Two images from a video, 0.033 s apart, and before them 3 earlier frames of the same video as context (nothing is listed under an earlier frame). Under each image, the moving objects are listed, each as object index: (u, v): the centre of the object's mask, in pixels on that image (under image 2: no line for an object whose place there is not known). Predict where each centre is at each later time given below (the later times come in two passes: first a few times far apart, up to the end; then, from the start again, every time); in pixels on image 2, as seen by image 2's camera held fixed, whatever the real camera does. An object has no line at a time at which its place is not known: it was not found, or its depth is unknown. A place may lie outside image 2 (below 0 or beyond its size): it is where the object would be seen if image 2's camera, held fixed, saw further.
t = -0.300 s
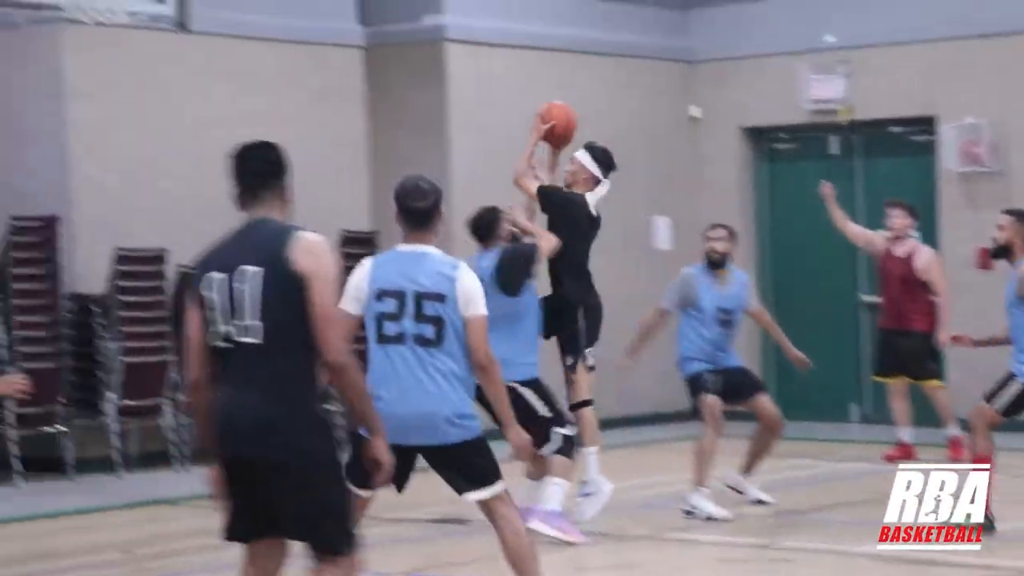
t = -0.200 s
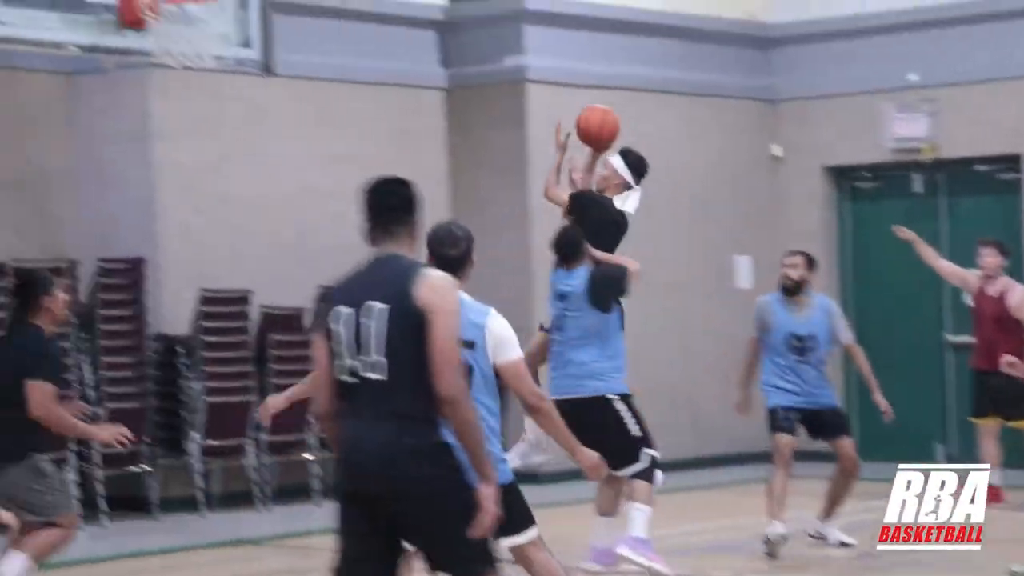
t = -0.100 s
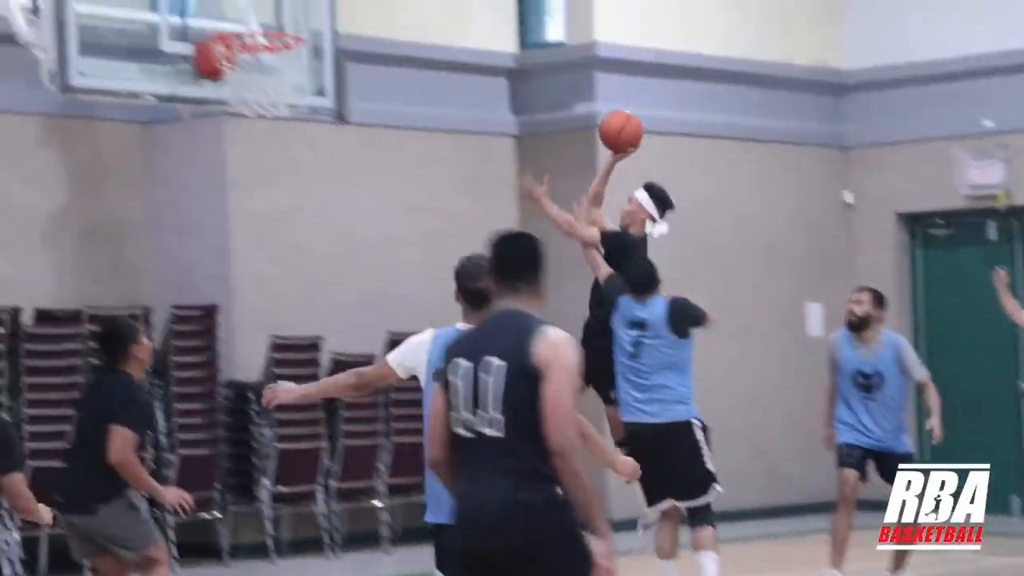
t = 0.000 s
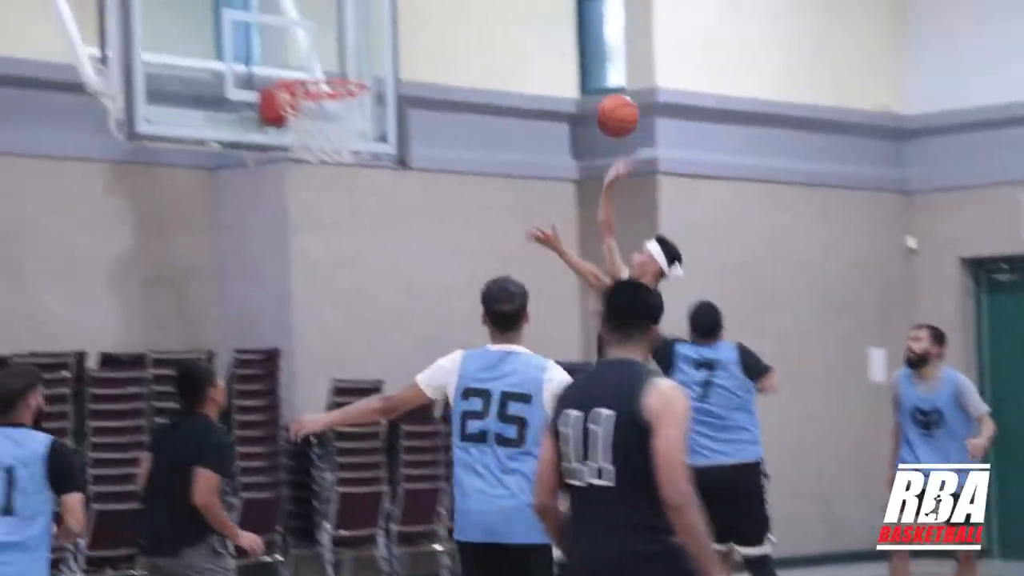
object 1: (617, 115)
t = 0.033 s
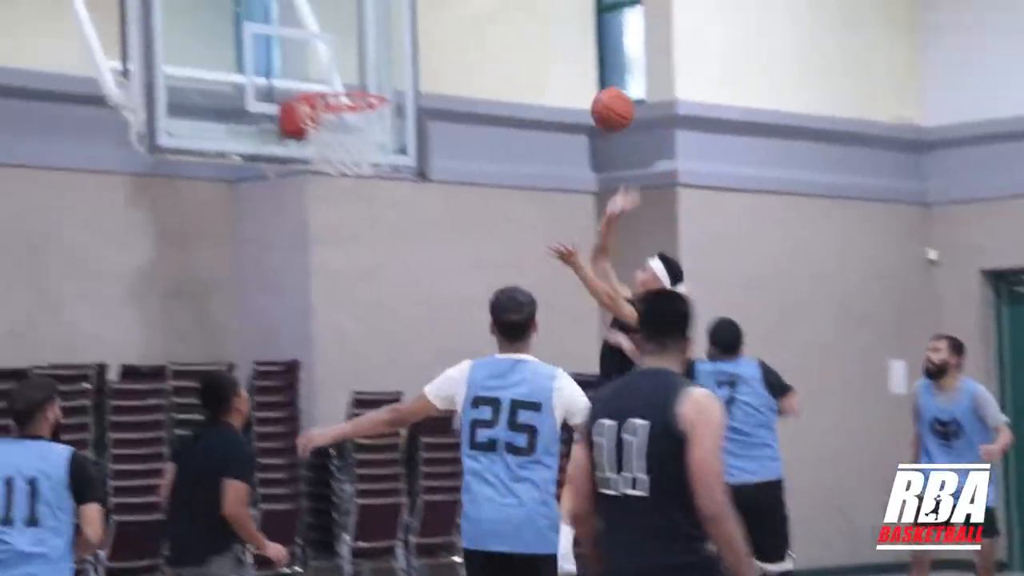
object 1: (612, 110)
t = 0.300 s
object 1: (420, 31)
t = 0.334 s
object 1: (397, 30)
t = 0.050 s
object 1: (600, 101)
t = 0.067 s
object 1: (588, 93)
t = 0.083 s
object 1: (576, 85)
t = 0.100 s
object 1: (564, 78)
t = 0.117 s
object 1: (552, 71)
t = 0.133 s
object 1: (540, 65)
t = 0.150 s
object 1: (529, 60)
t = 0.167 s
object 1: (516, 55)
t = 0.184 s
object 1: (504, 50)
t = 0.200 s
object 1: (492, 46)
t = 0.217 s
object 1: (480, 42)
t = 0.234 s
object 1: (468, 39)
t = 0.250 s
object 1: (456, 37)
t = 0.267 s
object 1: (444, 34)
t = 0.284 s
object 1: (432, 32)
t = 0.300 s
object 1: (420, 31)
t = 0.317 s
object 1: (408, 31)
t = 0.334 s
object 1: (397, 30)
